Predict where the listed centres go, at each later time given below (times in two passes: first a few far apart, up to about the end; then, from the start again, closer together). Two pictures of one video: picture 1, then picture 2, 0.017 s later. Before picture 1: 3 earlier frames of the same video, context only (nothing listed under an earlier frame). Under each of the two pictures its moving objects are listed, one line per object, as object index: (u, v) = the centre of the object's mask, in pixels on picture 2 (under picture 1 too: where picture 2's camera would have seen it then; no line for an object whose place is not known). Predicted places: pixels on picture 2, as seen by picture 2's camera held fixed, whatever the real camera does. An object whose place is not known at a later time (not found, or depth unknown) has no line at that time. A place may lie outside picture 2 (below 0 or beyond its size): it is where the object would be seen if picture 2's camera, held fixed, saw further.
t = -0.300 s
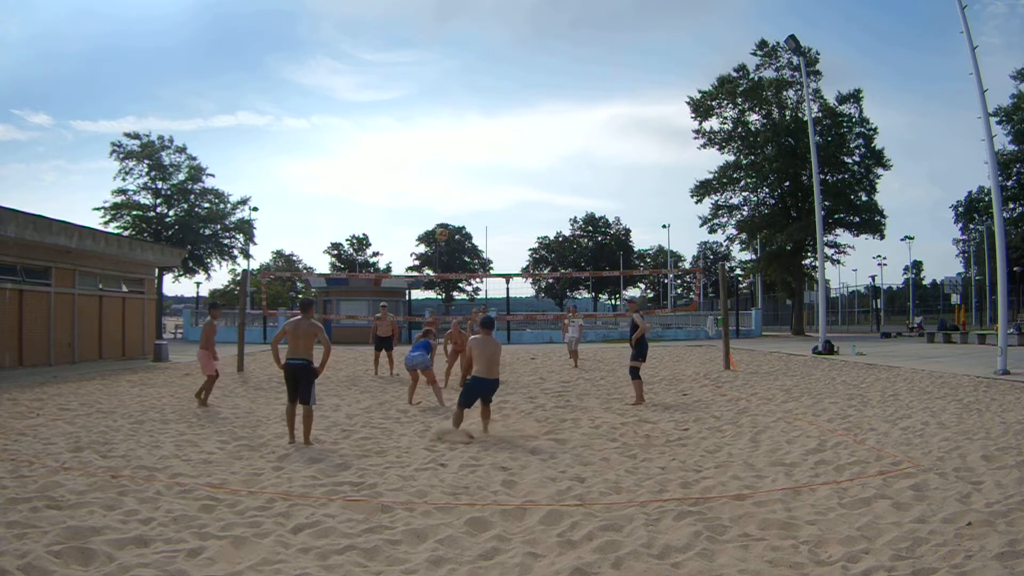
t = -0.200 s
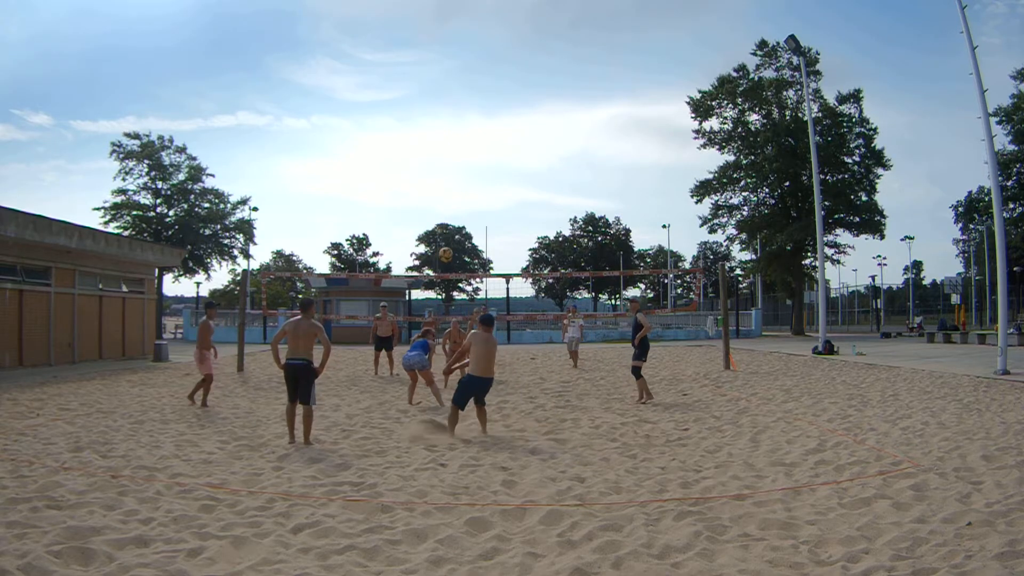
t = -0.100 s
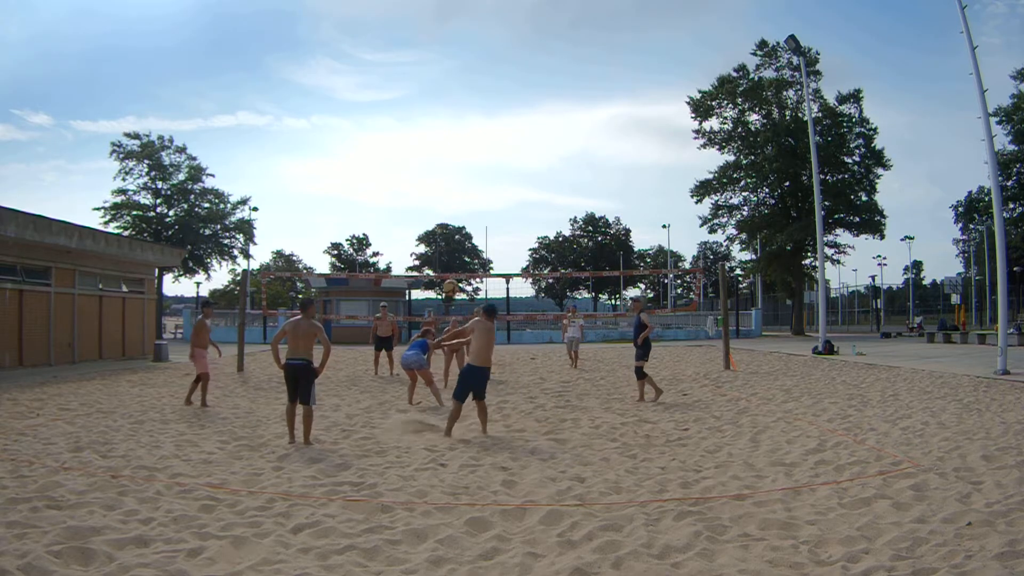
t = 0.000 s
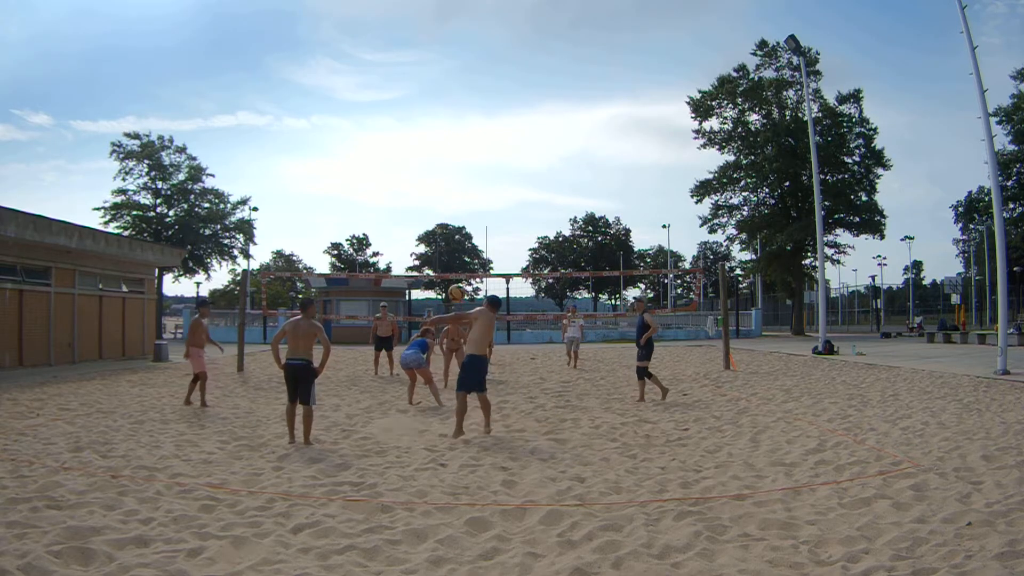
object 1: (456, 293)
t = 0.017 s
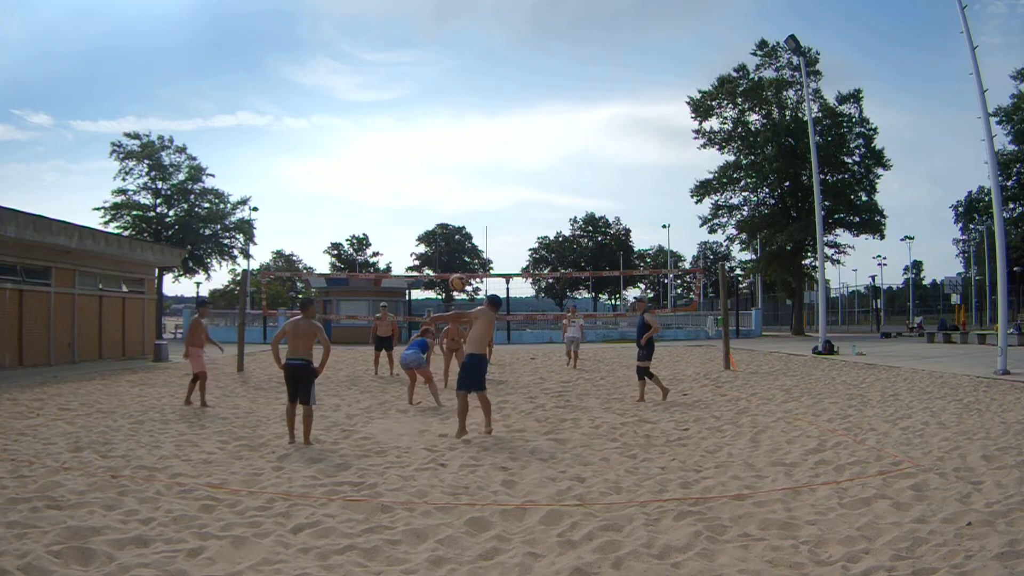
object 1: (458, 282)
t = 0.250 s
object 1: (469, 179)
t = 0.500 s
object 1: (477, 132)
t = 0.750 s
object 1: (482, 128)
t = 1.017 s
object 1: (487, 159)
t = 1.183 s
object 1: (489, 194)
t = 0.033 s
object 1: (459, 272)
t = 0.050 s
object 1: (460, 263)
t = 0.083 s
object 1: (461, 246)
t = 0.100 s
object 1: (463, 238)
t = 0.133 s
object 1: (464, 222)
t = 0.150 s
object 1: (465, 215)
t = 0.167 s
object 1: (466, 208)
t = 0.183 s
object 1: (467, 202)
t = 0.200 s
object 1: (467, 196)
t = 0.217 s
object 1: (468, 190)
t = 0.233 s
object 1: (468, 185)
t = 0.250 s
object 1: (469, 179)
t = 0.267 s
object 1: (470, 174)
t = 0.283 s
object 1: (470, 170)
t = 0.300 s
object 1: (471, 166)
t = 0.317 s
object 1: (471, 162)
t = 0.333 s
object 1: (472, 158)
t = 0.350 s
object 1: (472, 154)
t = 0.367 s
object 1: (473, 151)
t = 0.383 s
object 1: (473, 148)
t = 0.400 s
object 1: (474, 145)
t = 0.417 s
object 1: (474, 142)
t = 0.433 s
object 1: (475, 140)
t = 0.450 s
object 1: (475, 137)
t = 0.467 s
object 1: (476, 135)
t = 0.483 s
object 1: (476, 133)
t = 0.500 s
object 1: (477, 132)
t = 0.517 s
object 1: (477, 130)
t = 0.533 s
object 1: (477, 129)
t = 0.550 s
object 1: (478, 128)
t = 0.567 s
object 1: (478, 127)
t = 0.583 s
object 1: (479, 126)
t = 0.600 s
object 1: (479, 126)
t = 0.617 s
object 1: (479, 126)
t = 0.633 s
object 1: (480, 125)
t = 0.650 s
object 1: (480, 125)
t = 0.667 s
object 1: (481, 125)
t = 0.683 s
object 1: (481, 126)
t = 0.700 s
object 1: (481, 126)
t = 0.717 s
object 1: (482, 127)
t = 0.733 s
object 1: (482, 127)
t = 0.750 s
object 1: (482, 128)
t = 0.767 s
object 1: (483, 129)
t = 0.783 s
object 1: (483, 130)
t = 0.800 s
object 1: (483, 131)
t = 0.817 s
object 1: (484, 133)
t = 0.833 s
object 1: (484, 134)
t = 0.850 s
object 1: (484, 136)
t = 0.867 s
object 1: (484, 138)
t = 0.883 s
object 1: (485, 140)
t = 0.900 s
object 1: (485, 142)
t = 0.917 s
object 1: (485, 144)
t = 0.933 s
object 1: (486, 146)
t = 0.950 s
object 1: (486, 148)
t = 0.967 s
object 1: (486, 151)
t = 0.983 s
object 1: (486, 154)
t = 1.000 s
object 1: (487, 156)
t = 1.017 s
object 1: (487, 159)
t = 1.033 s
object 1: (487, 162)
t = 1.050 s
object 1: (487, 165)
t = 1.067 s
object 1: (487, 169)
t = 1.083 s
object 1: (488, 172)
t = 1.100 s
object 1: (488, 175)
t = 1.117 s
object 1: (488, 179)
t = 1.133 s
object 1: (488, 183)
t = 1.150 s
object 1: (489, 187)
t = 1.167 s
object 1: (489, 190)
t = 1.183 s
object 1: (489, 194)
